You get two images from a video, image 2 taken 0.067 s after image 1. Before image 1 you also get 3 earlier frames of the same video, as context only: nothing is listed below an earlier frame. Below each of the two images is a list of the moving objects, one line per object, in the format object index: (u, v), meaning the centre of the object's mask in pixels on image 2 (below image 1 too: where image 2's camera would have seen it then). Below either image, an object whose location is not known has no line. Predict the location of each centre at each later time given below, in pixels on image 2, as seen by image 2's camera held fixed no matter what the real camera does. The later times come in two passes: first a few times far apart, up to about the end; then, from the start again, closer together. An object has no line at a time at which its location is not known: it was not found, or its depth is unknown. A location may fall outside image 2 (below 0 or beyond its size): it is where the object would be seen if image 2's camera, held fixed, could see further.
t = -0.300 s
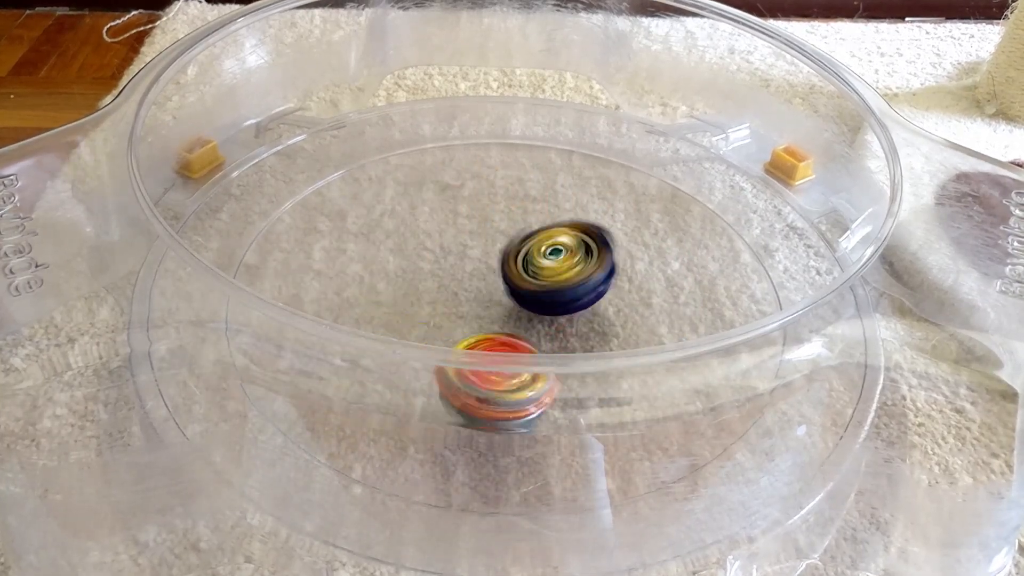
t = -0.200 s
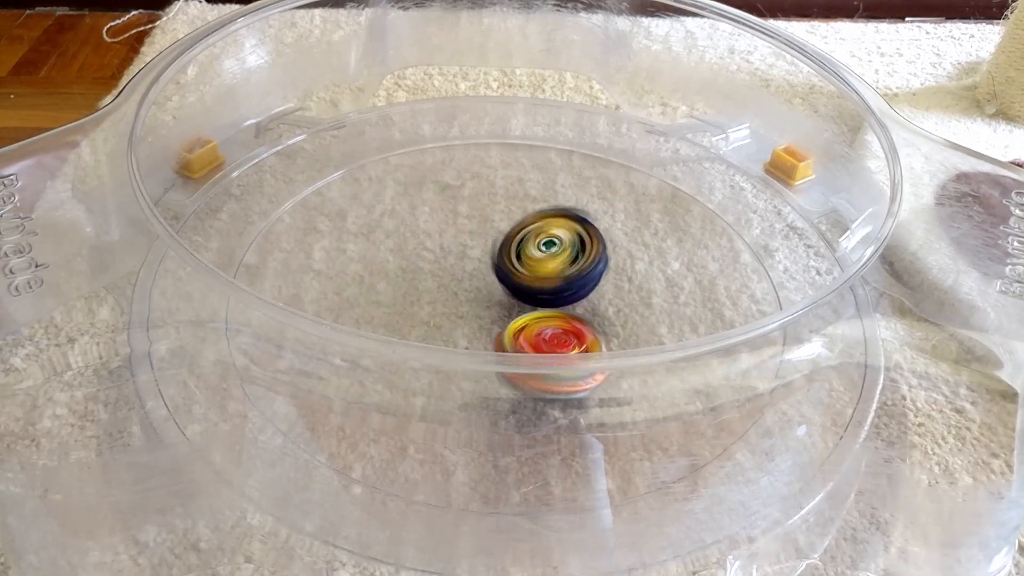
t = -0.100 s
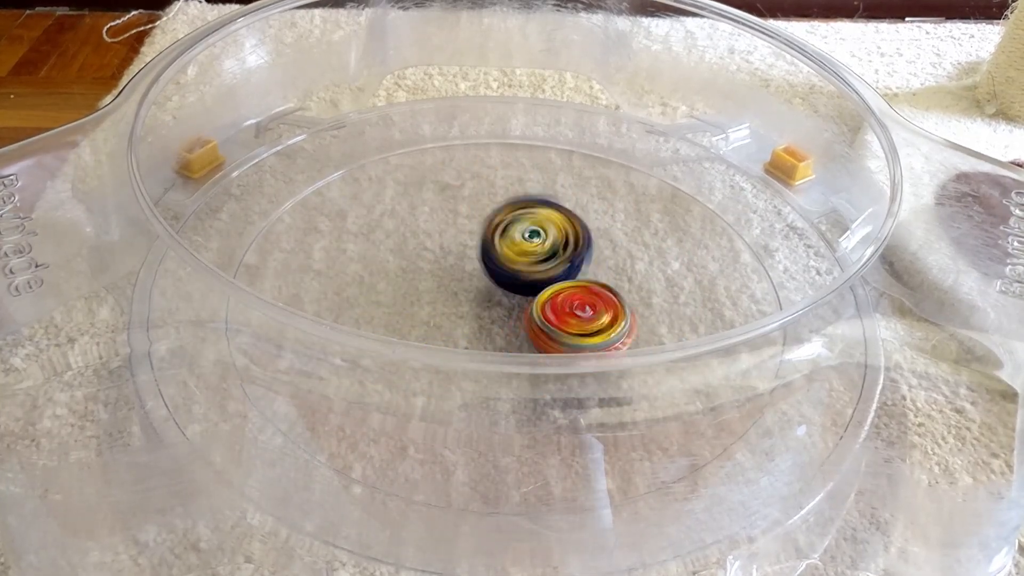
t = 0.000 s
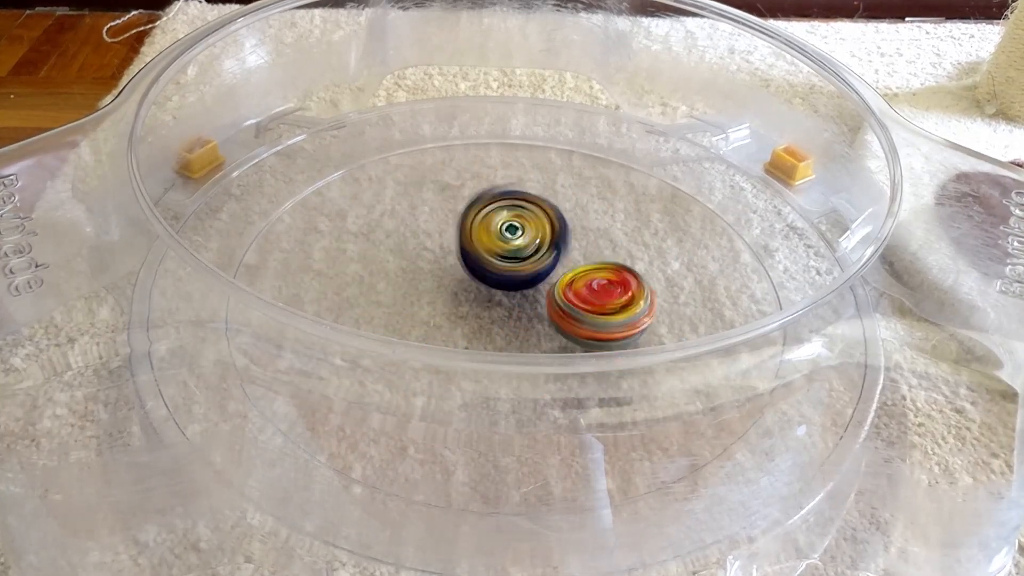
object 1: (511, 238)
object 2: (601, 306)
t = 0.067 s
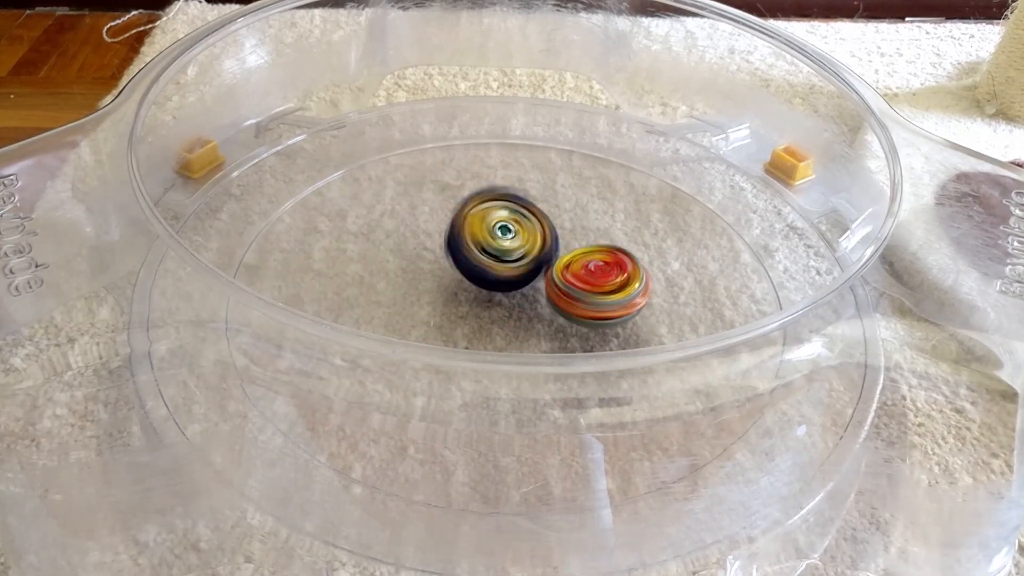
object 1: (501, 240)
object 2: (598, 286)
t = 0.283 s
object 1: (434, 257)
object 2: (623, 263)
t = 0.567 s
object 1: (470, 306)
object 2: (565, 261)
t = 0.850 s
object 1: (499, 316)
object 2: (534, 234)
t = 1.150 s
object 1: (507, 311)
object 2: (473, 236)
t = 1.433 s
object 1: (508, 315)
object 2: (452, 249)
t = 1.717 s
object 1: (540, 311)
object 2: (441, 246)
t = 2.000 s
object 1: (547, 295)
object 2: (459, 249)
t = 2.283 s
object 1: (569, 299)
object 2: (464, 245)
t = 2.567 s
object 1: (554, 309)
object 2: (466, 254)
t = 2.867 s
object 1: (554, 312)
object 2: (464, 269)
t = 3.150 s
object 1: (557, 316)
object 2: (460, 256)
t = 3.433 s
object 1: (534, 314)
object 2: (471, 248)
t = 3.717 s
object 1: (547, 310)
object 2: (483, 247)
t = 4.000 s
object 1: (558, 310)
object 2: (491, 235)
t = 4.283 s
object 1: (529, 304)
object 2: (492, 233)
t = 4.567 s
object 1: (528, 305)
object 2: (521, 237)
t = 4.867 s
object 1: (527, 305)
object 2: (529, 237)
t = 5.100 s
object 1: (528, 305)
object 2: (543, 240)
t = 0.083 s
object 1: (495, 240)
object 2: (597, 284)
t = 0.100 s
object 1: (490, 240)
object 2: (597, 280)
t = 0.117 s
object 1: (487, 242)
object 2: (594, 279)
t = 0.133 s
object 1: (484, 244)
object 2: (592, 276)
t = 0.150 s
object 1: (480, 245)
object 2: (588, 273)
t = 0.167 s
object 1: (477, 247)
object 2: (590, 271)
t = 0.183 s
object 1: (467, 248)
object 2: (598, 272)
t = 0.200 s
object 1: (457, 246)
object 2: (605, 270)
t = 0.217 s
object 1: (450, 249)
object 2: (611, 269)
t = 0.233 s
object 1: (444, 250)
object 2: (615, 267)
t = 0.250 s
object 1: (438, 251)
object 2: (619, 266)
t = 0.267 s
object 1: (435, 254)
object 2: (621, 265)
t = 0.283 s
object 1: (434, 257)
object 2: (623, 263)
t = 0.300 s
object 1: (432, 258)
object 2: (624, 262)
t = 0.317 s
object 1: (432, 261)
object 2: (625, 261)
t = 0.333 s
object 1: (431, 265)
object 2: (625, 260)
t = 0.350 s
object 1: (431, 267)
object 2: (623, 259)
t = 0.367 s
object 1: (433, 270)
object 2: (621, 257)
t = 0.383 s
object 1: (433, 273)
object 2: (620, 256)
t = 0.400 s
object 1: (434, 276)
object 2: (616, 256)
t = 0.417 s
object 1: (437, 280)
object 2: (613, 255)
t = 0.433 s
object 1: (439, 283)
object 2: (609, 256)
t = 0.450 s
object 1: (442, 286)
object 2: (605, 255)
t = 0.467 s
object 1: (446, 289)
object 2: (600, 257)
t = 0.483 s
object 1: (449, 292)
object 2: (593, 257)
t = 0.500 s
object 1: (454, 294)
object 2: (586, 258)
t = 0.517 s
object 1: (461, 298)
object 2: (578, 259)
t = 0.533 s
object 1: (465, 301)
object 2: (572, 261)
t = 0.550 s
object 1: (470, 303)
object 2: (565, 262)
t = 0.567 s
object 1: (470, 306)
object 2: (565, 261)
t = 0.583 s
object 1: (468, 309)
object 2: (565, 260)
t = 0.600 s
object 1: (470, 313)
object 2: (564, 258)
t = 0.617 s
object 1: (468, 314)
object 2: (562, 259)
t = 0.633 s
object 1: (470, 315)
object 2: (559, 259)
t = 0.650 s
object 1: (475, 316)
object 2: (555, 259)
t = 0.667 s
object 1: (476, 316)
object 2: (552, 259)
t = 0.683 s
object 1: (479, 316)
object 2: (549, 260)
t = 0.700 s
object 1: (481, 317)
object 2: (547, 258)
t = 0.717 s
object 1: (480, 319)
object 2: (549, 254)
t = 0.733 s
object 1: (481, 319)
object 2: (548, 251)
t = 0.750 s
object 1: (480, 319)
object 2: (549, 247)
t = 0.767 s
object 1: (483, 318)
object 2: (547, 244)
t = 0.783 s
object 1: (485, 318)
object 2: (545, 242)
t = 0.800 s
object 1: (489, 318)
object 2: (542, 239)
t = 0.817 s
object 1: (494, 318)
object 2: (539, 236)
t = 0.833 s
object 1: (494, 317)
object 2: (538, 235)
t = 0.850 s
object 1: (499, 316)
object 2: (534, 234)
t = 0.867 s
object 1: (498, 316)
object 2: (530, 232)
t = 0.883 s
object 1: (501, 314)
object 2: (525, 233)
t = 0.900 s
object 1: (502, 314)
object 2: (521, 232)
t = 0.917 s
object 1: (502, 312)
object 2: (517, 232)
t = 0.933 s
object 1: (504, 310)
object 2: (513, 232)
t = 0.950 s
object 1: (503, 310)
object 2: (508, 233)
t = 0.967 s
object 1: (505, 307)
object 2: (504, 234)
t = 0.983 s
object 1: (505, 307)
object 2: (501, 233)
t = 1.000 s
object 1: (508, 307)
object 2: (498, 231)
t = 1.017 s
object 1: (509, 309)
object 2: (494, 230)
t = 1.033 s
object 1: (511, 309)
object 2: (492, 231)
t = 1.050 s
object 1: (512, 312)
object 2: (489, 231)
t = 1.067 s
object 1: (511, 310)
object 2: (487, 231)
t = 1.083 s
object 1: (512, 312)
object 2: (484, 232)
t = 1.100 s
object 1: (510, 311)
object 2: (481, 233)
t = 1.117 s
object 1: (511, 311)
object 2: (478, 233)
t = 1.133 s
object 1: (507, 310)
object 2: (475, 235)
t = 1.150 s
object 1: (507, 311)
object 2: (473, 236)
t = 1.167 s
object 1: (504, 310)
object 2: (471, 238)
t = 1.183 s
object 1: (504, 310)
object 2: (470, 239)
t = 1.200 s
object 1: (503, 309)
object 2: (468, 241)
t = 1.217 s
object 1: (503, 310)
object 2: (467, 241)
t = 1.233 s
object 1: (503, 311)
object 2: (466, 241)
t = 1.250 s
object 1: (505, 311)
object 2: (464, 243)
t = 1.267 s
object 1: (506, 312)
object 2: (462, 245)
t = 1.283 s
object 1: (508, 313)
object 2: (461, 245)
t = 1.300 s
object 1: (510, 314)
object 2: (458, 245)
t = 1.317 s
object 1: (510, 315)
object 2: (458, 244)
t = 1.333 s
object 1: (511, 316)
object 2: (456, 246)
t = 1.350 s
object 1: (510, 316)
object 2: (455, 245)
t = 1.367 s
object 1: (511, 316)
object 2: (454, 247)
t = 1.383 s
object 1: (509, 316)
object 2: (453, 246)
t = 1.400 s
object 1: (508, 316)
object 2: (453, 247)
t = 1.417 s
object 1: (507, 315)
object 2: (454, 248)
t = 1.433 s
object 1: (508, 315)
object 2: (452, 249)
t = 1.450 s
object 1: (509, 315)
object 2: (453, 249)
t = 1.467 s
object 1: (511, 314)
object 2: (452, 249)
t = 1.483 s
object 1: (511, 314)
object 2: (452, 249)
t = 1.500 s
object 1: (513, 313)
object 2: (451, 251)
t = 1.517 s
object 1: (514, 313)
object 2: (452, 251)
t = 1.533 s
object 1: (519, 314)
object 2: (453, 251)
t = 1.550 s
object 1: (521, 314)
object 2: (453, 252)
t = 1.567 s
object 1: (524, 315)
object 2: (454, 252)
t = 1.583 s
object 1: (527, 316)
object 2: (455, 252)
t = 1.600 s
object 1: (532, 317)
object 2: (452, 252)
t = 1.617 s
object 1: (533, 318)
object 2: (449, 249)
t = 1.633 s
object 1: (536, 318)
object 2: (447, 248)
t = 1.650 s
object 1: (537, 318)
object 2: (445, 247)
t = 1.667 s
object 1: (538, 318)
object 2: (444, 246)
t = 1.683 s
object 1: (537, 316)
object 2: (443, 246)
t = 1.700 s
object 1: (539, 314)
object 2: (441, 246)
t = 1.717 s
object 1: (540, 311)
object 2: (441, 246)
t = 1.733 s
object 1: (540, 311)
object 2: (441, 246)
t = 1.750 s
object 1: (541, 310)
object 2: (441, 246)
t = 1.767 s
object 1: (540, 308)
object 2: (441, 246)
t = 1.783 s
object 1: (541, 306)
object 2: (442, 247)
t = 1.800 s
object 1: (539, 305)
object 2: (444, 248)
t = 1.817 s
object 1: (539, 303)
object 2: (445, 249)
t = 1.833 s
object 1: (537, 301)
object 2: (447, 250)
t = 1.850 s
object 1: (536, 299)
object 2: (449, 251)
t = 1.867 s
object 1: (539, 299)
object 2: (447, 251)
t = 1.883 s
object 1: (544, 299)
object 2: (448, 249)
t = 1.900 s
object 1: (546, 299)
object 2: (449, 248)
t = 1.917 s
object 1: (549, 298)
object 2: (451, 249)
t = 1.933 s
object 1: (549, 298)
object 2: (452, 248)
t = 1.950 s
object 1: (548, 298)
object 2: (454, 249)
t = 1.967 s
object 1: (548, 297)
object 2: (455, 249)
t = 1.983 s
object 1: (547, 296)
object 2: (457, 248)
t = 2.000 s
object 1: (547, 295)
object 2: (459, 249)
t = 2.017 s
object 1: (552, 298)
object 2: (457, 246)
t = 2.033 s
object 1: (559, 301)
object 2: (455, 244)
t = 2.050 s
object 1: (563, 303)
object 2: (454, 243)
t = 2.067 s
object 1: (566, 305)
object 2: (452, 241)
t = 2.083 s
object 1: (569, 307)
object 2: (451, 240)
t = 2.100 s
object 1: (572, 306)
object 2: (451, 239)
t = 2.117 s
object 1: (575, 306)
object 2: (451, 238)
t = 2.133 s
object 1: (575, 305)
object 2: (452, 238)
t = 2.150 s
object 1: (577, 305)
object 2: (453, 238)
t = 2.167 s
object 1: (578, 304)
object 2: (453, 239)
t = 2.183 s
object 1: (577, 303)
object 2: (454, 239)
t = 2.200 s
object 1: (577, 302)
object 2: (455, 239)
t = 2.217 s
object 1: (576, 303)
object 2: (455, 240)
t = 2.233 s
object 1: (574, 303)
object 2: (458, 240)
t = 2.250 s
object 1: (574, 302)
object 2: (461, 241)
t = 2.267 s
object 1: (571, 301)
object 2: (463, 243)
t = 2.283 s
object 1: (569, 299)
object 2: (464, 245)
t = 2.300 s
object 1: (568, 298)
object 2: (466, 247)
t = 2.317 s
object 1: (565, 298)
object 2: (469, 249)
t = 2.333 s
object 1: (563, 297)
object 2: (471, 251)
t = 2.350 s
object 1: (562, 298)
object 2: (473, 250)
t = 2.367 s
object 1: (562, 300)
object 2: (474, 251)
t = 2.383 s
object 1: (562, 300)
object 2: (472, 252)
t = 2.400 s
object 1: (560, 301)
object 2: (472, 252)
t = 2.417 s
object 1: (559, 301)
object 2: (473, 253)
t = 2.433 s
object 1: (556, 301)
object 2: (470, 252)
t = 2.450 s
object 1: (556, 303)
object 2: (471, 252)
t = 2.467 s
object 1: (555, 304)
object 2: (470, 251)
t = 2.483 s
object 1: (554, 305)
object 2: (469, 251)
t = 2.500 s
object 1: (555, 306)
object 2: (468, 253)
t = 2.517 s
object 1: (554, 306)
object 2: (466, 253)
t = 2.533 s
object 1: (555, 308)
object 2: (467, 253)
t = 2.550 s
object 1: (556, 309)
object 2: (467, 254)
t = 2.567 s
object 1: (554, 309)
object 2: (466, 254)
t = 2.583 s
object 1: (555, 309)
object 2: (467, 255)
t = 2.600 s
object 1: (554, 309)
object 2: (466, 257)
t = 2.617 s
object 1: (555, 310)
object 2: (465, 257)
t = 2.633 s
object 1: (554, 310)
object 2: (464, 257)
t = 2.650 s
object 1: (556, 308)
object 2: (463, 257)
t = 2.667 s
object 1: (555, 309)
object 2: (461, 257)
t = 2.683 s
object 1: (557, 309)
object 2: (461, 257)
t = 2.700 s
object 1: (557, 308)
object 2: (461, 258)
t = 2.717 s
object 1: (556, 309)
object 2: (459, 259)
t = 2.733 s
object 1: (558, 308)
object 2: (459, 260)
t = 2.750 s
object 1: (557, 308)
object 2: (459, 260)
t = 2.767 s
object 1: (557, 309)
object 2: (459, 261)
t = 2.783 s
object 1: (557, 309)
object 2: (459, 262)
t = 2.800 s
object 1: (557, 309)
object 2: (459, 263)
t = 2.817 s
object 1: (557, 309)
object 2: (461, 264)
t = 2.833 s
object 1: (557, 310)
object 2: (462, 267)
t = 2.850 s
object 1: (555, 310)
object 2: (461, 268)
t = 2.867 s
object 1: (554, 312)
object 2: (464, 269)
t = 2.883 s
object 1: (552, 312)
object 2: (464, 269)
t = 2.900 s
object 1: (554, 314)
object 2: (463, 268)
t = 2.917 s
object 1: (557, 317)
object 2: (464, 266)
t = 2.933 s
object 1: (558, 319)
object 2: (464, 264)
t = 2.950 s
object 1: (558, 321)
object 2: (462, 264)
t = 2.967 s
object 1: (560, 324)
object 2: (461, 262)
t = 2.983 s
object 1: (562, 324)
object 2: (460, 261)
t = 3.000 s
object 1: (560, 325)
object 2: (459, 260)
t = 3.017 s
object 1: (563, 326)
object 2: (459, 259)
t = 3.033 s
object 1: (563, 326)
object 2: (459, 258)
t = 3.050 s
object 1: (562, 325)
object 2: (460, 256)
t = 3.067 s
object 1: (563, 323)
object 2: (460, 256)
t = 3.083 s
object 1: (563, 321)
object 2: (460, 257)
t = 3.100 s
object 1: (562, 319)
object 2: (459, 256)
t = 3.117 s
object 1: (561, 318)
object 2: (459, 255)
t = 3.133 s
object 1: (560, 317)
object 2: (460, 255)
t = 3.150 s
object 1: (557, 316)
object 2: (460, 256)
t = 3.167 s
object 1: (555, 315)
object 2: (461, 255)
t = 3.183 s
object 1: (553, 314)
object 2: (464, 256)
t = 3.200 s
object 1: (550, 313)
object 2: (466, 257)
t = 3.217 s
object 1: (548, 312)
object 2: (466, 258)
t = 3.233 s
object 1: (545, 311)
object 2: (465, 257)
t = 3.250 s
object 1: (541, 310)
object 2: (467, 255)
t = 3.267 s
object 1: (540, 310)
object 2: (467, 255)
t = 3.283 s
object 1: (539, 310)
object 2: (465, 253)
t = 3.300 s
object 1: (537, 309)
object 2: (466, 252)
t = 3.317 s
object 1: (535, 311)
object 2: (467, 251)
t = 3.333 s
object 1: (533, 311)
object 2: (467, 251)
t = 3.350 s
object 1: (530, 310)
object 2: (468, 250)
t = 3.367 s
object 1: (529, 310)
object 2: (469, 249)
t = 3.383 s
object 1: (530, 312)
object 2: (469, 249)
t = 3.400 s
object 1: (531, 312)
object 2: (469, 248)
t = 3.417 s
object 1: (532, 313)
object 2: (470, 248)
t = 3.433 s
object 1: (534, 314)
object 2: (471, 248)
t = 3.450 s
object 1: (537, 315)
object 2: (471, 248)
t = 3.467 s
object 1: (538, 317)
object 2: (472, 249)
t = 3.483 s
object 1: (539, 317)
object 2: (472, 250)
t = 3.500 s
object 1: (540, 317)
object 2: (473, 251)
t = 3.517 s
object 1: (541, 316)
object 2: (474, 251)
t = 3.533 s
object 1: (542, 316)
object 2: (475, 253)
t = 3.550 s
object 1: (540, 315)
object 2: (476, 253)
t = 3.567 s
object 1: (541, 314)
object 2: (478, 254)
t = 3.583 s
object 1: (544, 313)
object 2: (479, 253)
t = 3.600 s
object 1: (544, 313)
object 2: (479, 253)
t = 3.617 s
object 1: (544, 313)
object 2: (479, 252)
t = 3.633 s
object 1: (545, 312)
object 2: (479, 251)
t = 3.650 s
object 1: (546, 312)
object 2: (480, 250)
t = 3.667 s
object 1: (545, 311)
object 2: (481, 249)
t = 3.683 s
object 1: (545, 311)
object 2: (482, 249)
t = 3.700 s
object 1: (547, 310)
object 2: (483, 248)
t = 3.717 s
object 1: (547, 310)
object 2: (483, 247)
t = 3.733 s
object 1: (546, 310)
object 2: (488, 247)
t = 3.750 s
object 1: (546, 311)
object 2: (490, 247)
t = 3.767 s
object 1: (549, 314)
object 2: (490, 245)
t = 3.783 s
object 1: (550, 315)
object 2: (489, 243)
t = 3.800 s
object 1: (550, 316)
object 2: (490, 240)
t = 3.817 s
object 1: (552, 318)
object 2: (490, 238)
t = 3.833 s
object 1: (553, 319)
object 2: (491, 238)
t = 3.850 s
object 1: (557, 320)
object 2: (491, 237)
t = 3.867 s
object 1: (560, 319)
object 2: (491, 236)
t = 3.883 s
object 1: (559, 318)
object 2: (491, 236)
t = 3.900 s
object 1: (556, 318)
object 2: (490, 235)
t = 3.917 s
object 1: (556, 318)
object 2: (490, 235)
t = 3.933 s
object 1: (557, 317)
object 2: (489, 235)
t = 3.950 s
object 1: (558, 316)
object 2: (488, 235)
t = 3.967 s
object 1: (558, 314)
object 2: (489, 234)
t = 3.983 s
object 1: (558, 312)
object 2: (490, 233)
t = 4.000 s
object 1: (558, 310)
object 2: (491, 235)
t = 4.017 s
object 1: (557, 308)
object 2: (491, 237)
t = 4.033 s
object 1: (556, 307)
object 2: (492, 239)
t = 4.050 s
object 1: (554, 306)
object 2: (492, 241)
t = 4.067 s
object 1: (554, 306)
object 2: (492, 243)
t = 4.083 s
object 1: (553, 306)
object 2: (490, 244)
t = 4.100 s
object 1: (553, 306)
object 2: (489, 243)
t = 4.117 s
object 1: (553, 306)
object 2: (489, 242)
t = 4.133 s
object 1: (551, 307)
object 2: (489, 241)
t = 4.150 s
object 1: (550, 307)
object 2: (490, 240)
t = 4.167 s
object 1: (548, 307)
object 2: (491, 240)
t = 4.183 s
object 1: (545, 306)
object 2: (492, 241)
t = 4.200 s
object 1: (543, 306)
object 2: (490, 240)
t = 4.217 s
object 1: (540, 306)
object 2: (490, 239)
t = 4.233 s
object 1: (537, 305)
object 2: (489, 238)
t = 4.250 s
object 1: (534, 304)
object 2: (489, 236)
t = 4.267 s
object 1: (531, 304)
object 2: (491, 235)
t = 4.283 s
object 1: (529, 304)
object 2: (492, 233)
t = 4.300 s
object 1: (528, 305)
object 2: (493, 232)
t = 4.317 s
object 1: (527, 305)
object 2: (495, 232)
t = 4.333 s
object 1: (527, 305)
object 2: (497, 231)
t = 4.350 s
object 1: (527, 304)
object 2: (499, 231)
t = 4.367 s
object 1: (527, 304)
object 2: (500, 232)
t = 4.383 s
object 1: (527, 305)
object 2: (501, 232)
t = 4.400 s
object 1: (527, 305)
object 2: (502, 233)
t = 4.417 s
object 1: (527, 305)
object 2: (503, 234)
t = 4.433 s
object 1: (528, 305)
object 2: (505, 234)
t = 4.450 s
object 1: (528, 305)
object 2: (505, 234)
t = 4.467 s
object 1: (528, 305)
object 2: (506, 234)
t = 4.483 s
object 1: (528, 305)
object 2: (508, 235)
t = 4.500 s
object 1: (528, 305)
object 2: (508, 236)
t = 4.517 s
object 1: (528, 305)
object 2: (510, 236)
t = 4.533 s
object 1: (528, 305)
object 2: (514, 236)
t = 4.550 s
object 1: (528, 305)
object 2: (517, 237)
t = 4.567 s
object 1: (528, 305)
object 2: (521, 237)
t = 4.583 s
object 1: (528, 305)
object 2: (524, 238)
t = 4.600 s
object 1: (528, 305)
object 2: (528, 238)
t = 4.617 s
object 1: (528, 305)
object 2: (532, 238)
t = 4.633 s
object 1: (528, 305)
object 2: (535, 239)
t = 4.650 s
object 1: (528, 305)
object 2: (539, 239)
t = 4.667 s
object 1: (528, 305)
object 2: (542, 240)
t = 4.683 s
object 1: (528, 305)
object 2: (547, 241)
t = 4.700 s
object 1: (528, 305)
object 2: (550, 241)
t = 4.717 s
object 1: (527, 305)
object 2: (551, 241)
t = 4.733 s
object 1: (527, 305)
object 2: (551, 241)
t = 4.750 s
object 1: (527, 305)
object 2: (550, 241)
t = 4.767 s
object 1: (527, 305)
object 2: (547, 241)
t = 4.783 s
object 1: (527, 305)
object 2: (544, 240)
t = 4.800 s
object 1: (527, 305)
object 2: (540, 239)
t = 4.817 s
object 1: (527, 305)
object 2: (536, 238)
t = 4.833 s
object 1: (527, 305)
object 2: (532, 238)
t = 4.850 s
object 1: (527, 305)
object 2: (530, 238)
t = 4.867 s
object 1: (527, 305)
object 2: (529, 237)
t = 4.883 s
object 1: (528, 305)
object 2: (528, 237)
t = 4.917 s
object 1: (528, 306)
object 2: (529, 237)
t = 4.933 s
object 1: (528, 305)
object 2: (530, 237)
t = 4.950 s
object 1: (528, 305)
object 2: (532, 238)
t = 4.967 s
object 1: (528, 305)
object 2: (534, 238)
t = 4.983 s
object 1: (528, 305)
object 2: (537, 239)
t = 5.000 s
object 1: (528, 305)
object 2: (540, 240)
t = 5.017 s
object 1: (528, 305)
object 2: (543, 240)
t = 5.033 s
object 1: (528, 305)
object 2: (545, 240)
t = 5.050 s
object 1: (528, 305)
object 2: (546, 240)
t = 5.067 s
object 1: (528, 305)
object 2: (546, 240)
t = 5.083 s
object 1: (528, 305)
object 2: (545, 240)
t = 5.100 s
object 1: (528, 305)
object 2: (543, 240)
